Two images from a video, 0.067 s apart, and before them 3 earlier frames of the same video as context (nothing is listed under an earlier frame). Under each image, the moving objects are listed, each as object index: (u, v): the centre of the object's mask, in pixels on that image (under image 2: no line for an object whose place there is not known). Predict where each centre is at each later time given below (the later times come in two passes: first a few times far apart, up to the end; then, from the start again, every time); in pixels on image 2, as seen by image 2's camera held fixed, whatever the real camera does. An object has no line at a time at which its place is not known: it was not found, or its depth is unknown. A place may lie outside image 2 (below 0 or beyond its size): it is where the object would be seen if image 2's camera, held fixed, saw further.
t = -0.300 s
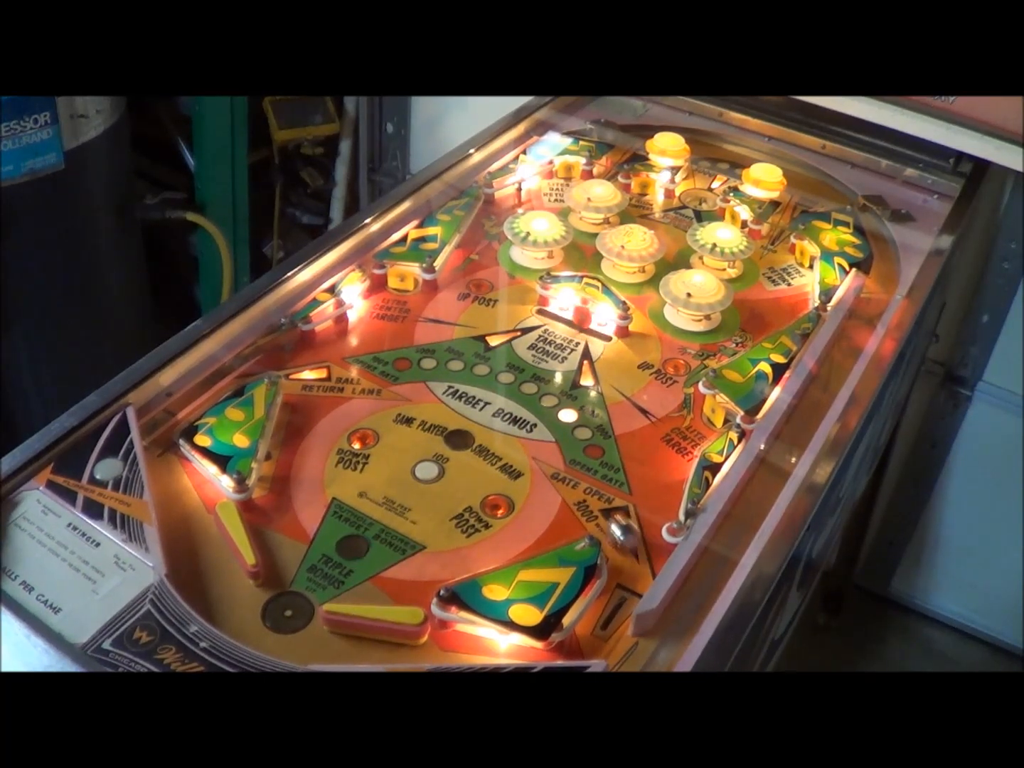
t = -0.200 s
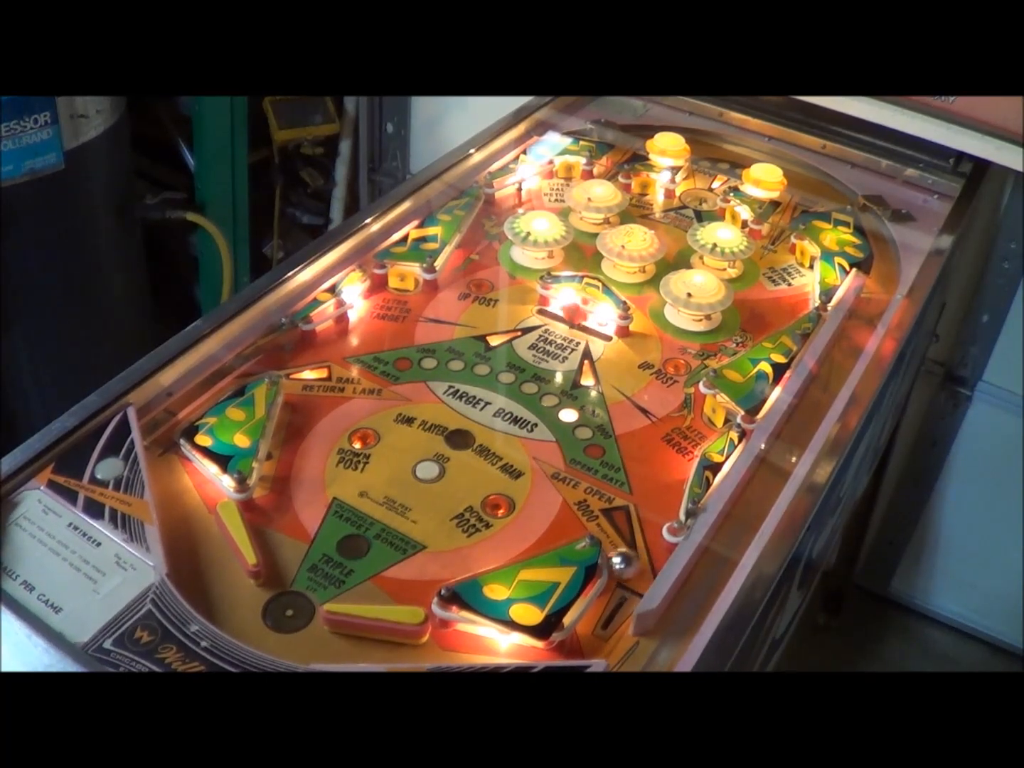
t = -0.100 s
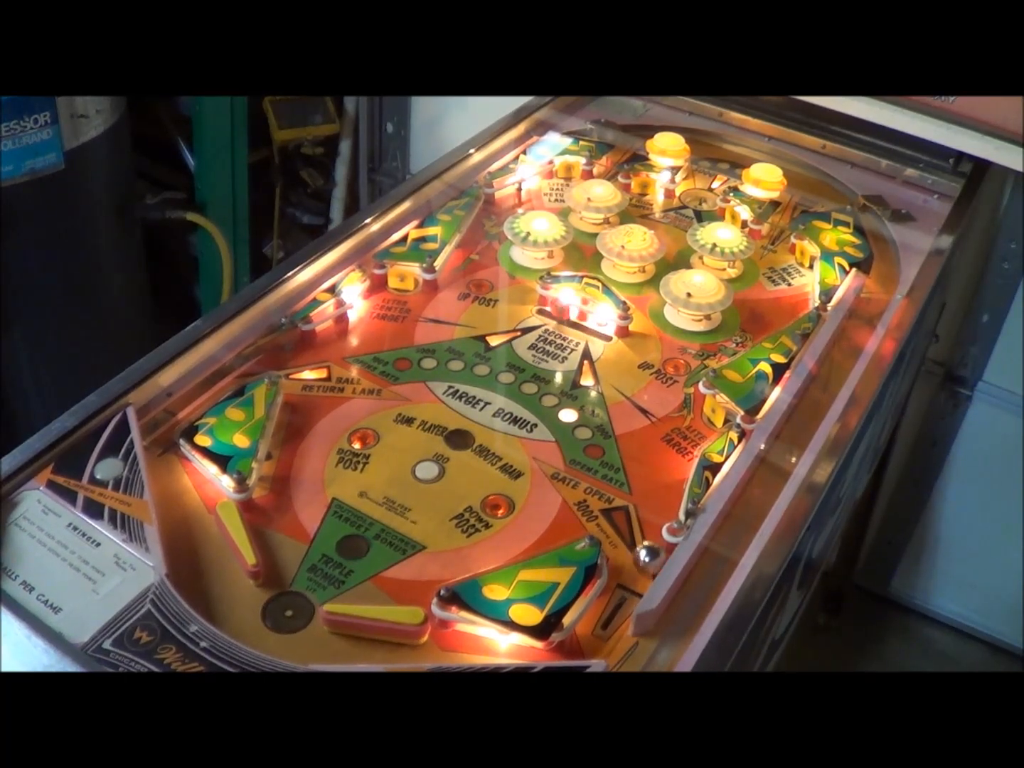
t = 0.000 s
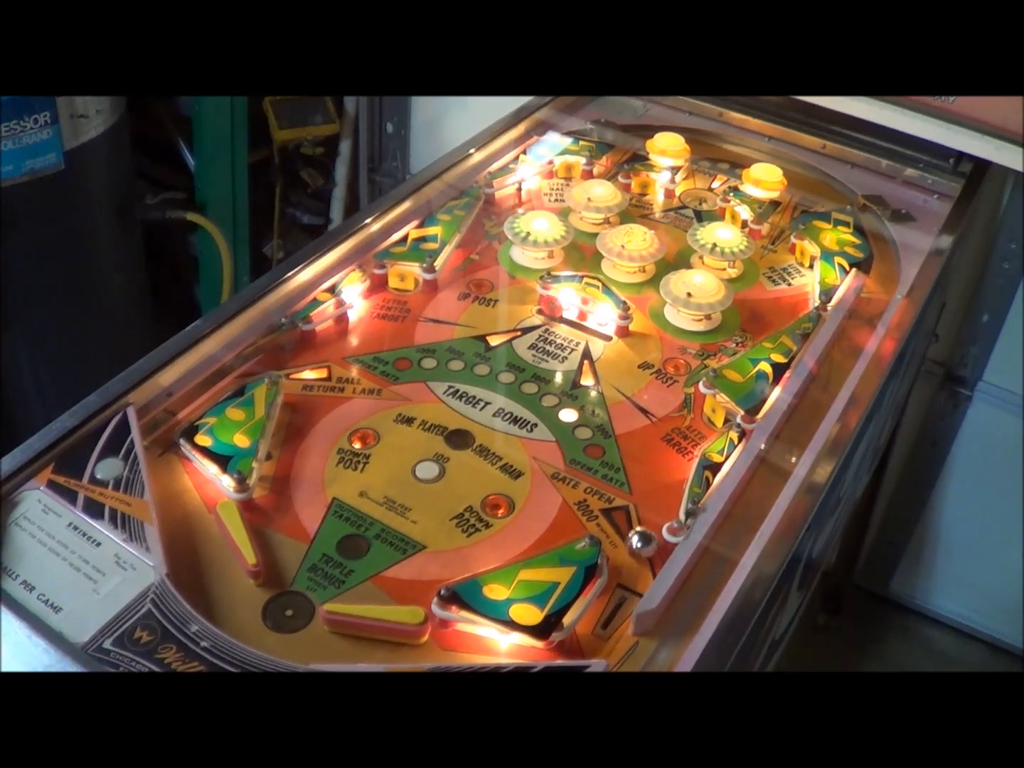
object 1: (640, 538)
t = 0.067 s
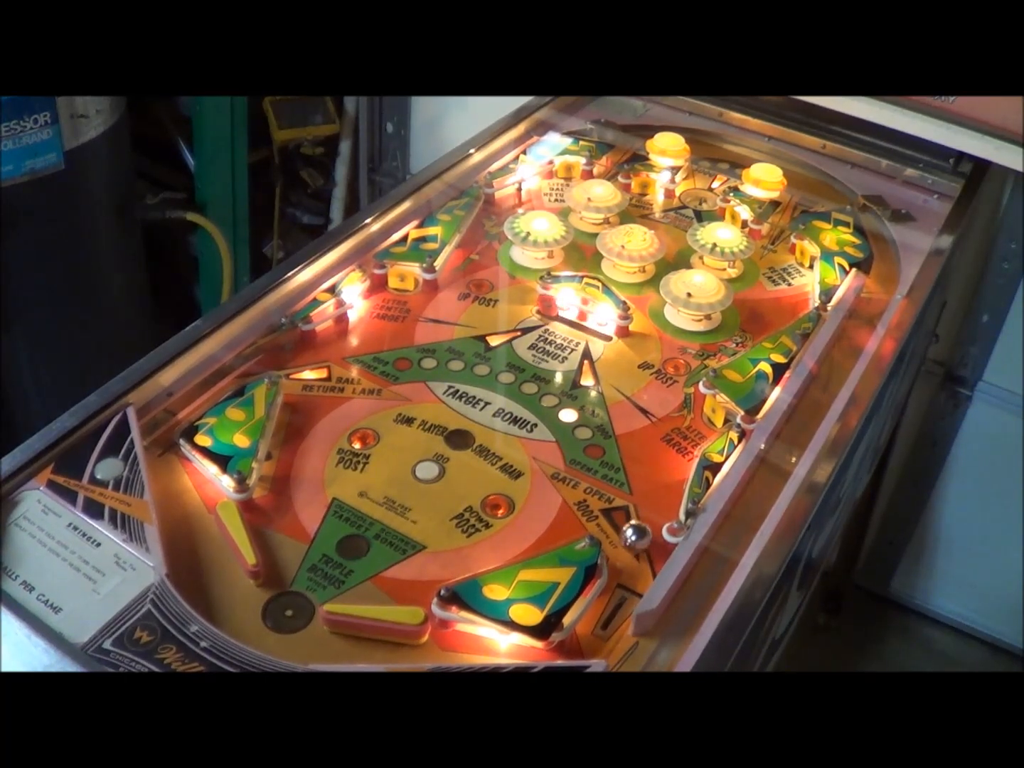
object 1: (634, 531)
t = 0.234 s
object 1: (616, 522)
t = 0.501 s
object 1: (566, 528)
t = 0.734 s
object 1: (508, 547)
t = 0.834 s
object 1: (476, 562)
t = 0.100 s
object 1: (631, 528)
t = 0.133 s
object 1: (627, 526)
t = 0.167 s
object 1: (624, 524)
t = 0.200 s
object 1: (620, 522)
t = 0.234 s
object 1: (616, 522)
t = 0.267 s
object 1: (611, 521)
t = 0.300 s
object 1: (605, 522)
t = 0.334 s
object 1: (599, 523)
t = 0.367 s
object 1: (592, 524)
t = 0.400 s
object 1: (585, 525)
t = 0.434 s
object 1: (578, 527)
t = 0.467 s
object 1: (572, 527)
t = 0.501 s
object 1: (566, 528)
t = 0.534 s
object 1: (560, 529)
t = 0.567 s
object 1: (552, 532)
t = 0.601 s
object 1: (544, 534)
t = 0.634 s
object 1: (536, 536)
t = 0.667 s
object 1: (528, 539)
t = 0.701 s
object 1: (518, 543)
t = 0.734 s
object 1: (508, 547)
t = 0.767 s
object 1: (497, 552)
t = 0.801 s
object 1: (487, 557)
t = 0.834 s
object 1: (476, 562)
